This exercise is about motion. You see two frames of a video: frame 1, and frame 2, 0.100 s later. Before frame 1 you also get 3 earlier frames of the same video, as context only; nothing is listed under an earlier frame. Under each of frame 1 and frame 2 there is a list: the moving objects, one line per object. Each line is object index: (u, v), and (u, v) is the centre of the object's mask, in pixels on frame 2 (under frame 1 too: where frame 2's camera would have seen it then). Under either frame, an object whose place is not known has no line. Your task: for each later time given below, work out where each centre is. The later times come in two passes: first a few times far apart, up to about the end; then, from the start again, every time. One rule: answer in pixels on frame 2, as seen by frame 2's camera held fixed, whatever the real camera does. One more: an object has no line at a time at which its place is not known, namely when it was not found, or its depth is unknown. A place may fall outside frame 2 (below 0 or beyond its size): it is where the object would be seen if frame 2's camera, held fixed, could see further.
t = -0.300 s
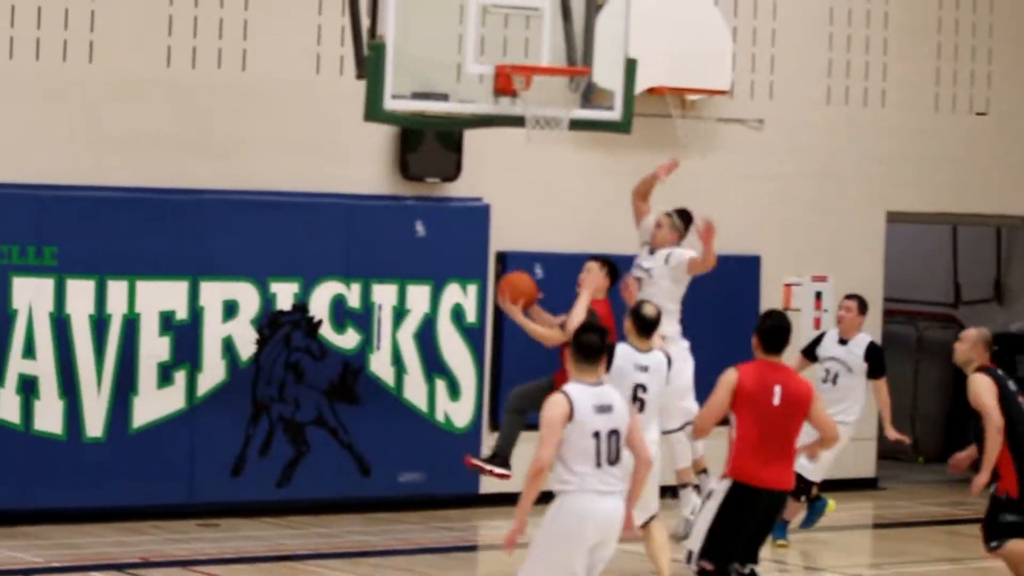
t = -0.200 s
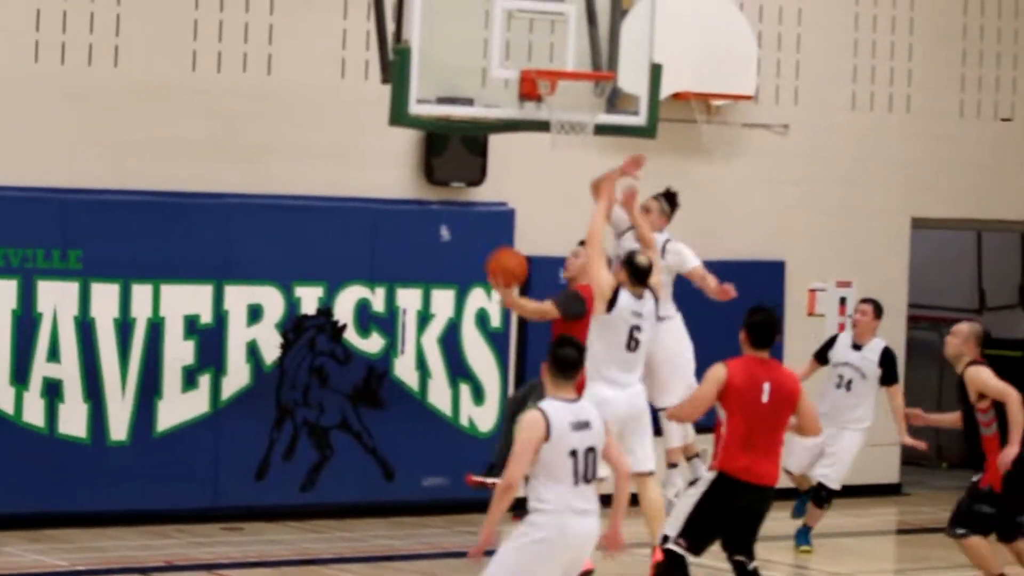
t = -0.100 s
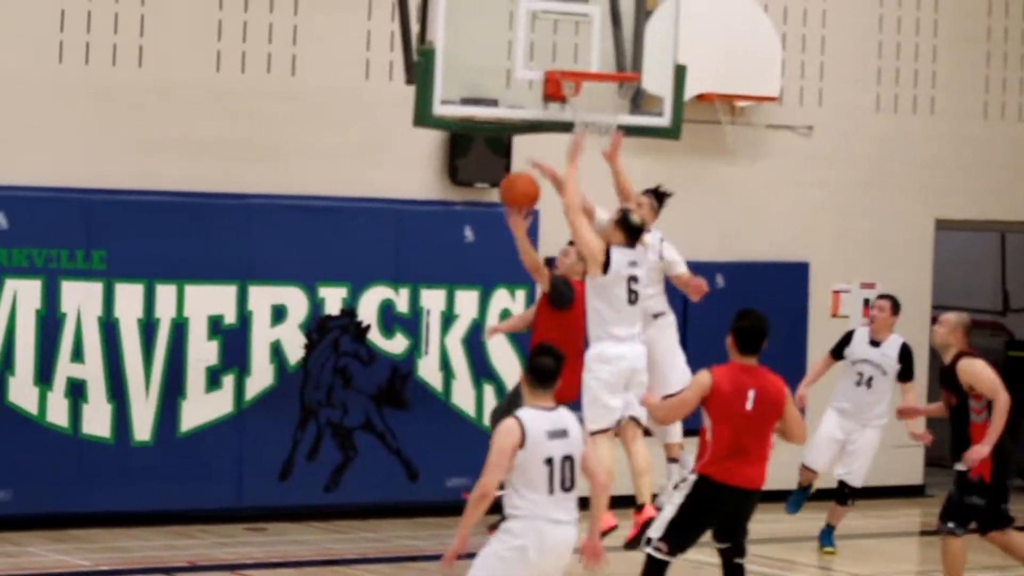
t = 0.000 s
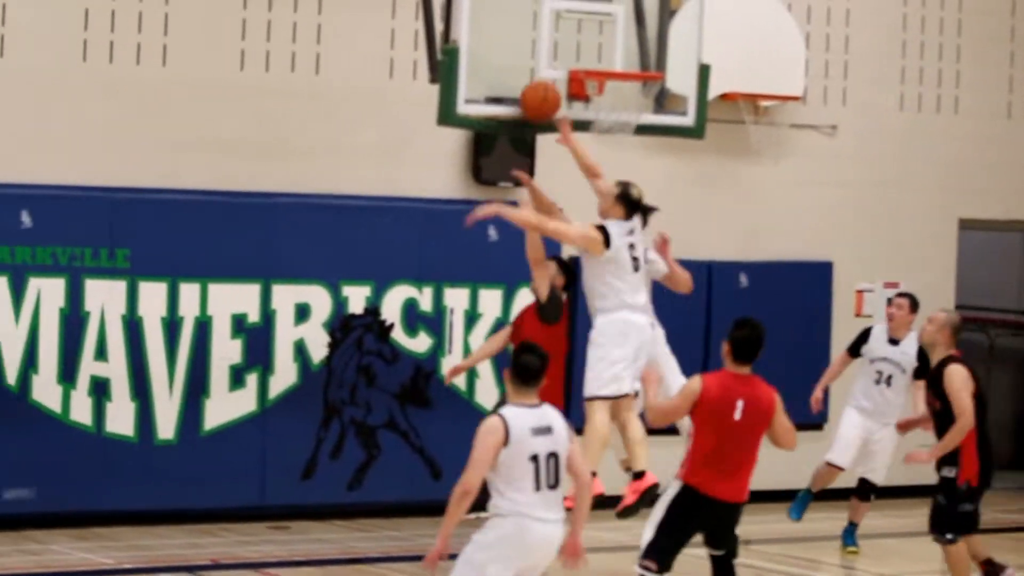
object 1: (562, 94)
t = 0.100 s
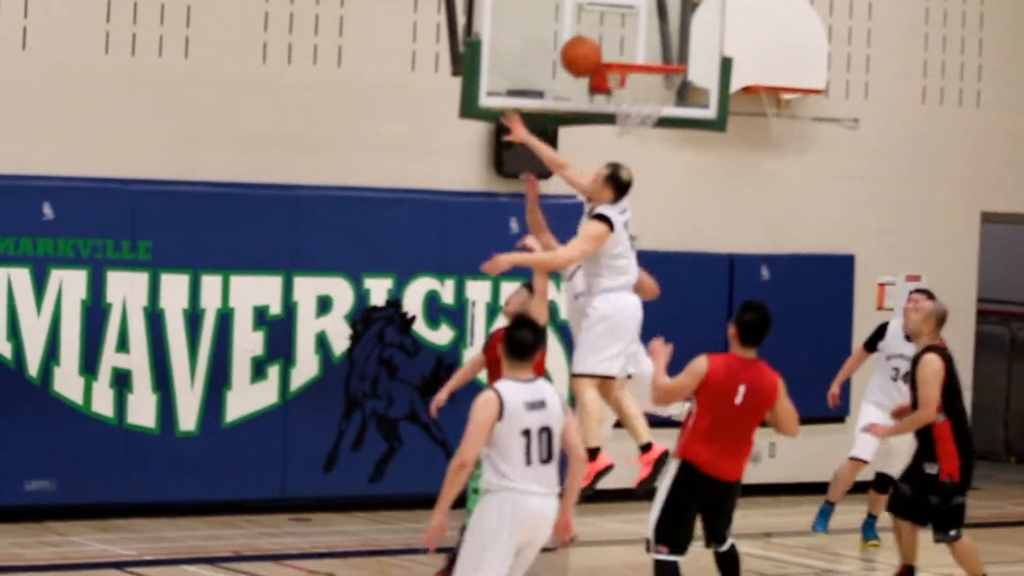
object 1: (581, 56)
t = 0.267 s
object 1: (592, 49)
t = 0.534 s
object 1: (593, 136)
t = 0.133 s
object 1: (588, 50)
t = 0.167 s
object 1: (589, 48)
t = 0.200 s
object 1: (590, 46)
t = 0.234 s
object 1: (591, 47)
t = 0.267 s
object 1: (592, 49)
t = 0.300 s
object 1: (592, 53)
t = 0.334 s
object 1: (592, 59)
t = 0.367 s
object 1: (593, 69)
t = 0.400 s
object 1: (594, 78)
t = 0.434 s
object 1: (594, 90)
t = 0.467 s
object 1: (594, 103)
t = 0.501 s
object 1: (594, 119)
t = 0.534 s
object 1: (593, 136)
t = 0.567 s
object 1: (593, 157)
